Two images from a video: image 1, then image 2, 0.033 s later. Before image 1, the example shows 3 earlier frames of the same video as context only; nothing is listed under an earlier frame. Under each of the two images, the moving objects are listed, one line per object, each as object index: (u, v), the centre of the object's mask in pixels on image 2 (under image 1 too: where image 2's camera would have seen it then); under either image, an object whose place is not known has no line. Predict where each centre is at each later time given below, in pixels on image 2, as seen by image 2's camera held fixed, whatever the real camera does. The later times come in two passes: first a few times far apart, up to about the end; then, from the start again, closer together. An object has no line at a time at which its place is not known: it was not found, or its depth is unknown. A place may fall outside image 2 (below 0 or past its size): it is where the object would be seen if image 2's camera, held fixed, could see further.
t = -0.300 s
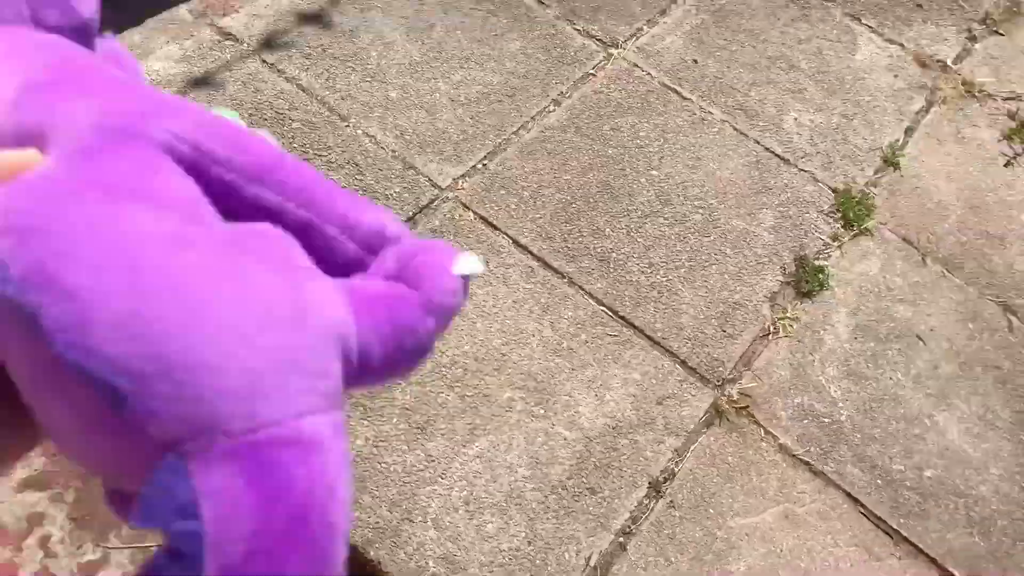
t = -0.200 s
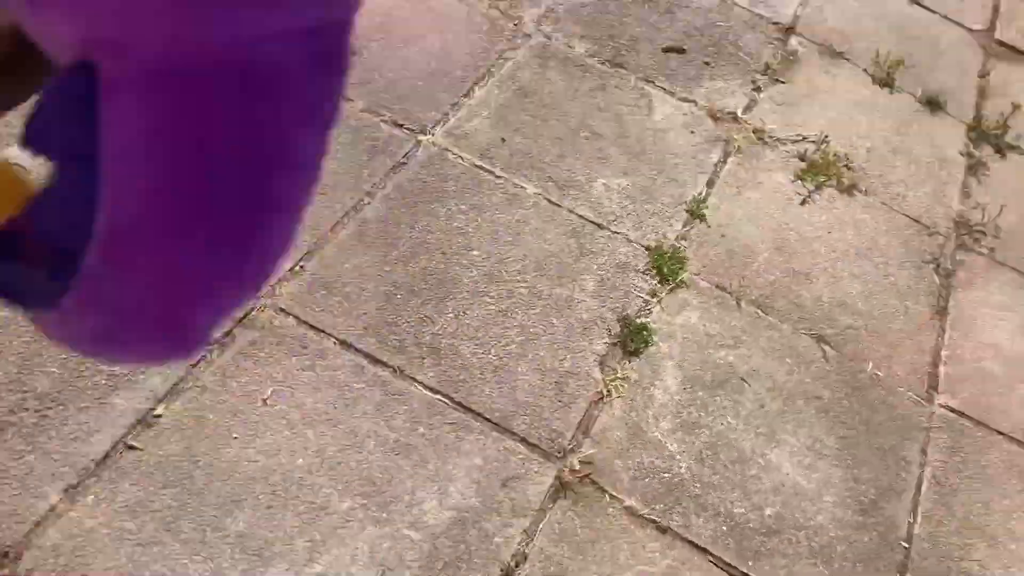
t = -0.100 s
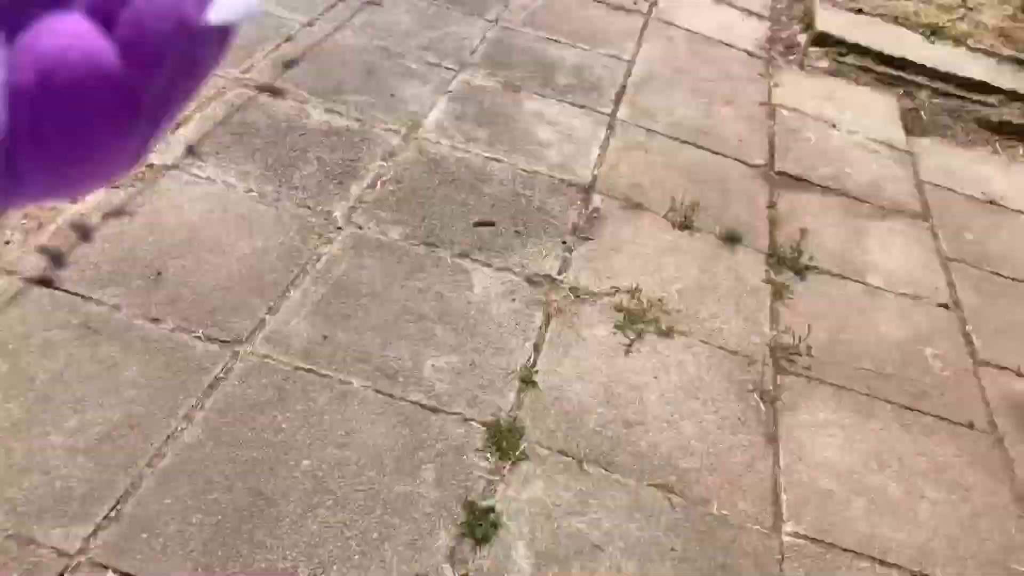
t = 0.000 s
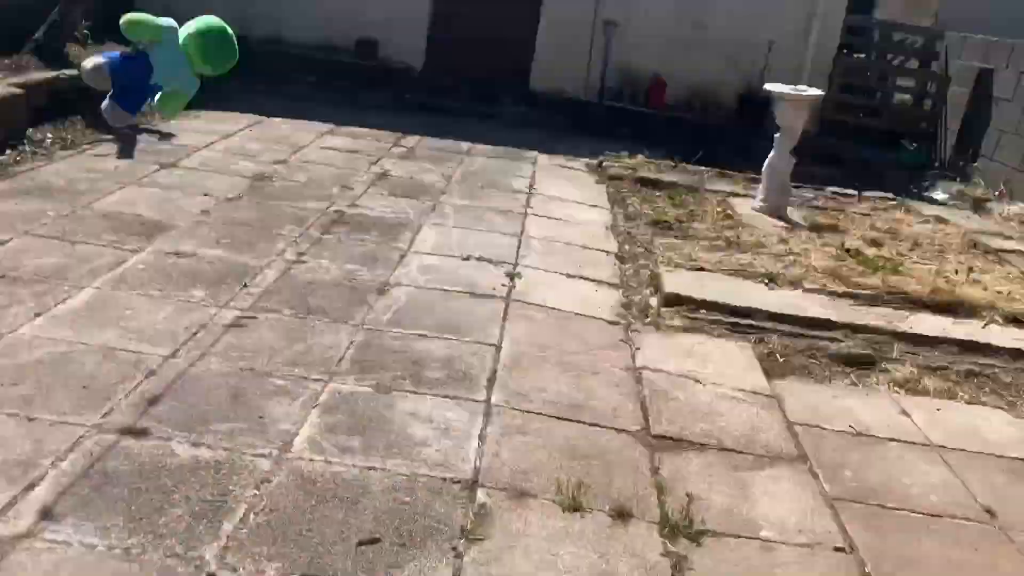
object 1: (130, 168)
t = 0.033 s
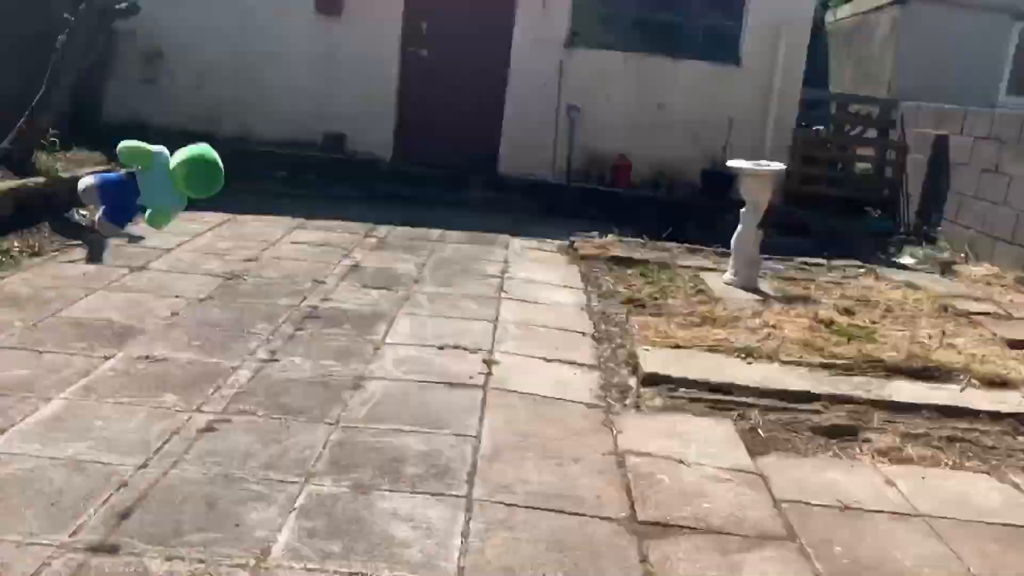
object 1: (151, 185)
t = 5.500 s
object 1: (350, 382)
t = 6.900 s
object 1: (349, 383)
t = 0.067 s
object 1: (171, 202)
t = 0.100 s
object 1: (191, 223)
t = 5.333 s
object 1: (350, 383)
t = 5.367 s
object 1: (350, 383)
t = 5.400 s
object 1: (350, 383)
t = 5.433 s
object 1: (350, 383)
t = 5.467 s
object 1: (350, 383)
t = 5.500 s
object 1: (350, 382)
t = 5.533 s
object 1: (350, 383)
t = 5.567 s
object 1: (350, 383)
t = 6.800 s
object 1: (349, 383)
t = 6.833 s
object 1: (350, 383)
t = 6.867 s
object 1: (349, 383)
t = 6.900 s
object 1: (349, 383)
